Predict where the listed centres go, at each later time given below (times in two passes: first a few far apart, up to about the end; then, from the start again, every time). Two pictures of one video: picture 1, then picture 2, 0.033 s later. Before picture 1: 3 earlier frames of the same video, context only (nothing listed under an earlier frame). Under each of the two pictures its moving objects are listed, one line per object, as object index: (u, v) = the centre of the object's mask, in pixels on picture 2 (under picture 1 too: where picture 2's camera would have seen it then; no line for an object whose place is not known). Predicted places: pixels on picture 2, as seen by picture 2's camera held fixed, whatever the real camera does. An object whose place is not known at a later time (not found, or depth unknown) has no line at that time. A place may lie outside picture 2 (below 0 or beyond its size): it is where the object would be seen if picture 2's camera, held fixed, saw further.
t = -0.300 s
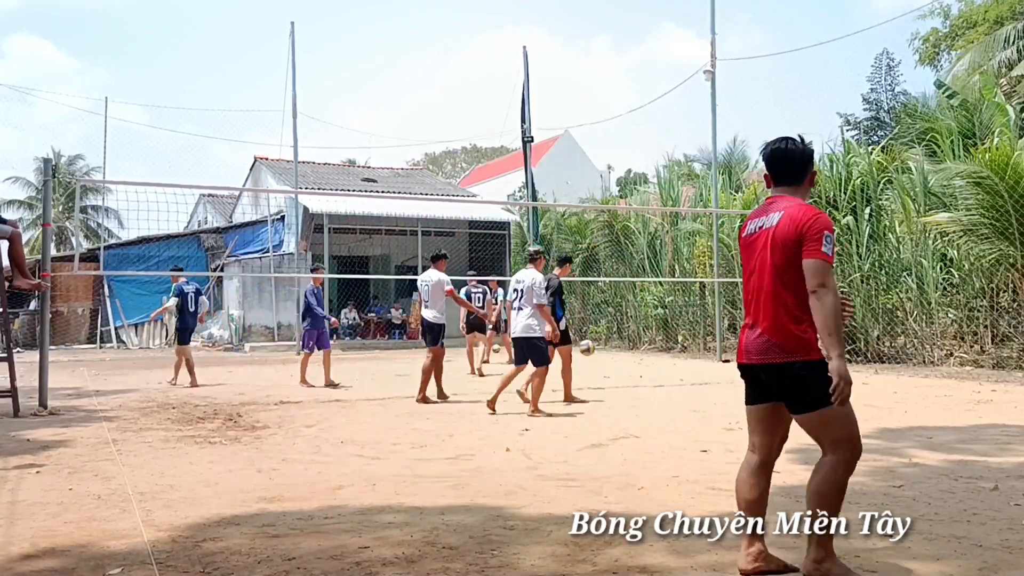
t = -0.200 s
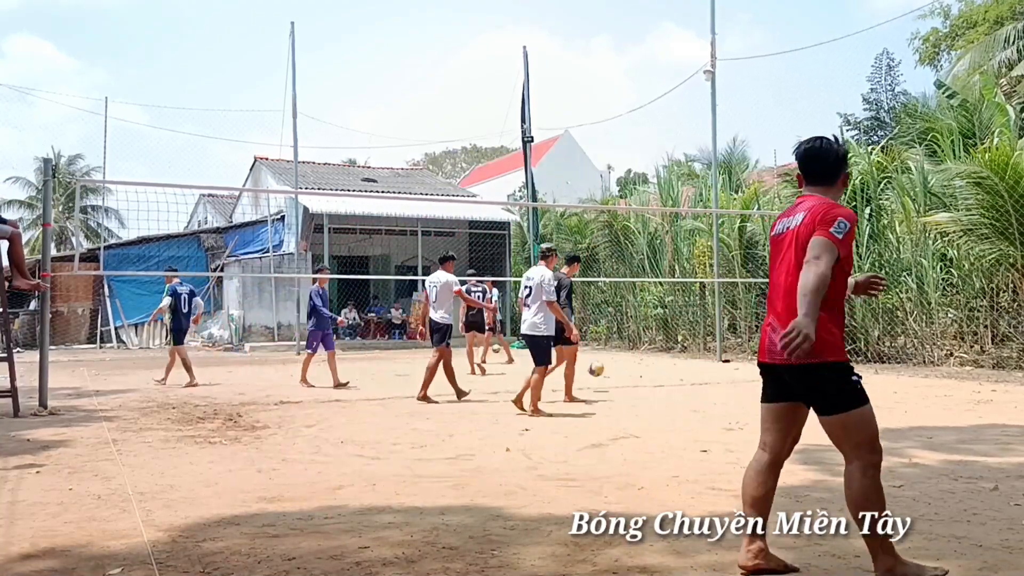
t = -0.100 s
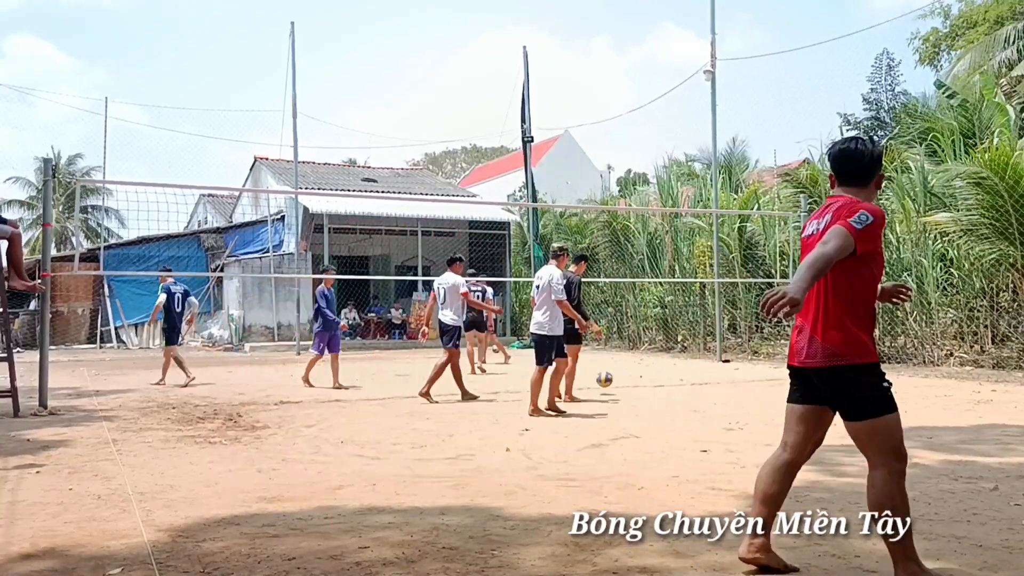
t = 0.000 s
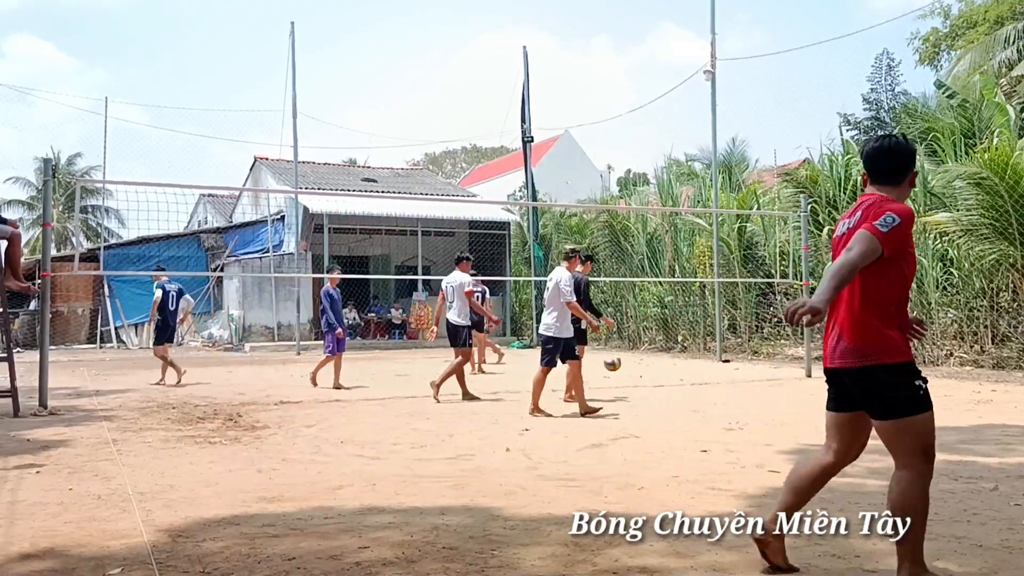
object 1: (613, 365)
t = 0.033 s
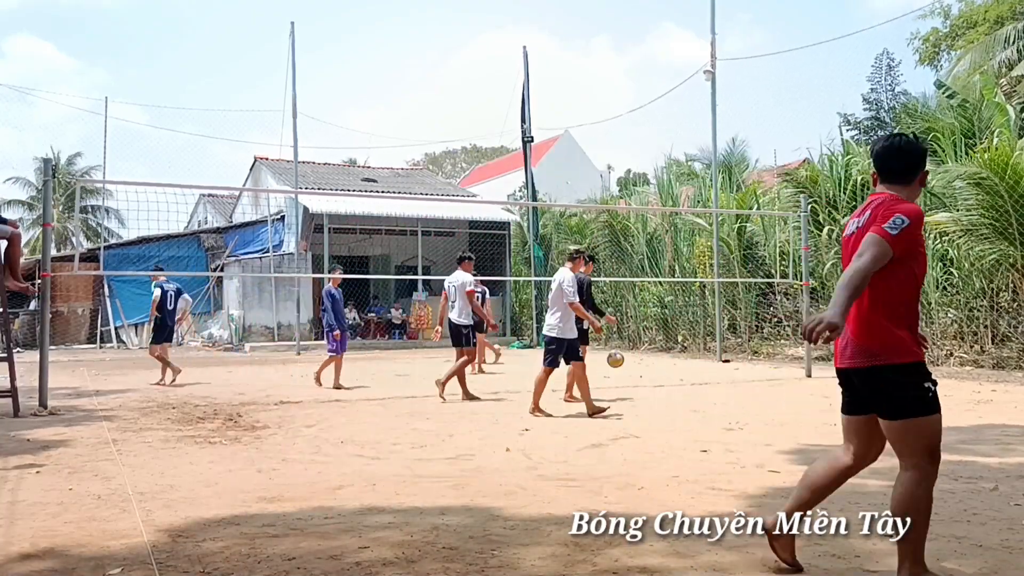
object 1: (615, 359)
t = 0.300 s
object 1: (641, 366)
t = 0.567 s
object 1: (673, 386)
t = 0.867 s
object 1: (720, 401)
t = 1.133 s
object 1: (771, 408)
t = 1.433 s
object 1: (843, 442)
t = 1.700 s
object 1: (932, 470)
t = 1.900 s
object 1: (1011, 489)
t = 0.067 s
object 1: (618, 356)
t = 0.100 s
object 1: (621, 354)
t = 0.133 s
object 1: (624, 353)
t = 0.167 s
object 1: (628, 353)
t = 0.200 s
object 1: (631, 355)
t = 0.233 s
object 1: (634, 357)
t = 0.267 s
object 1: (638, 361)
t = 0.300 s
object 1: (641, 366)
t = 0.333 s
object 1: (645, 372)
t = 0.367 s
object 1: (649, 378)
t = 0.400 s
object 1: (653, 387)
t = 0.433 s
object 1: (657, 397)
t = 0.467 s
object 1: (661, 404)
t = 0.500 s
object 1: (665, 396)
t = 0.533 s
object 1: (669, 390)
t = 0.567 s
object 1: (673, 386)
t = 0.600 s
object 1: (678, 382)
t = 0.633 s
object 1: (683, 380)
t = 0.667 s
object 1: (688, 379)
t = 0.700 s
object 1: (692, 380)
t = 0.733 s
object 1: (697, 382)
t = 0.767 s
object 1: (703, 384)
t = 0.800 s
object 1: (709, 389)
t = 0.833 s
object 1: (714, 394)
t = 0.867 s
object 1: (720, 401)
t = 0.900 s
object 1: (726, 410)
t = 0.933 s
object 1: (732, 420)
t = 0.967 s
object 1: (738, 423)
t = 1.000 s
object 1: (744, 417)
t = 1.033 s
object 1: (750, 412)
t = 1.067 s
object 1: (756, 409)
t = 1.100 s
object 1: (763, 407)
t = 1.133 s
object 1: (771, 408)
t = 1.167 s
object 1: (777, 408)
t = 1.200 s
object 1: (784, 410)
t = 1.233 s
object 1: (792, 415)
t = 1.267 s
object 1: (799, 421)
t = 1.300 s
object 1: (808, 429)
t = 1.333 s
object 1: (816, 439)
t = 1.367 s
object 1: (824, 452)
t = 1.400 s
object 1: (834, 447)
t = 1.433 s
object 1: (843, 442)
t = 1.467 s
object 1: (853, 439)
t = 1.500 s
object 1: (863, 438)
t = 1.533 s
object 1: (873, 437)
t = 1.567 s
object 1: (884, 439)
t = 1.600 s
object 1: (895, 444)
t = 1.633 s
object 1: (907, 450)
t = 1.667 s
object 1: (920, 459)
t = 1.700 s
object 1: (932, 470)
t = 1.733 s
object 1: (946, 483)
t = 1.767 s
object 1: (959, 482)
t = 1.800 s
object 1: (974, 481)
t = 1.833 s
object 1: (989, 481)
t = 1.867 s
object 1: (1003, 484)
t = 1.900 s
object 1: (1011, 489)
